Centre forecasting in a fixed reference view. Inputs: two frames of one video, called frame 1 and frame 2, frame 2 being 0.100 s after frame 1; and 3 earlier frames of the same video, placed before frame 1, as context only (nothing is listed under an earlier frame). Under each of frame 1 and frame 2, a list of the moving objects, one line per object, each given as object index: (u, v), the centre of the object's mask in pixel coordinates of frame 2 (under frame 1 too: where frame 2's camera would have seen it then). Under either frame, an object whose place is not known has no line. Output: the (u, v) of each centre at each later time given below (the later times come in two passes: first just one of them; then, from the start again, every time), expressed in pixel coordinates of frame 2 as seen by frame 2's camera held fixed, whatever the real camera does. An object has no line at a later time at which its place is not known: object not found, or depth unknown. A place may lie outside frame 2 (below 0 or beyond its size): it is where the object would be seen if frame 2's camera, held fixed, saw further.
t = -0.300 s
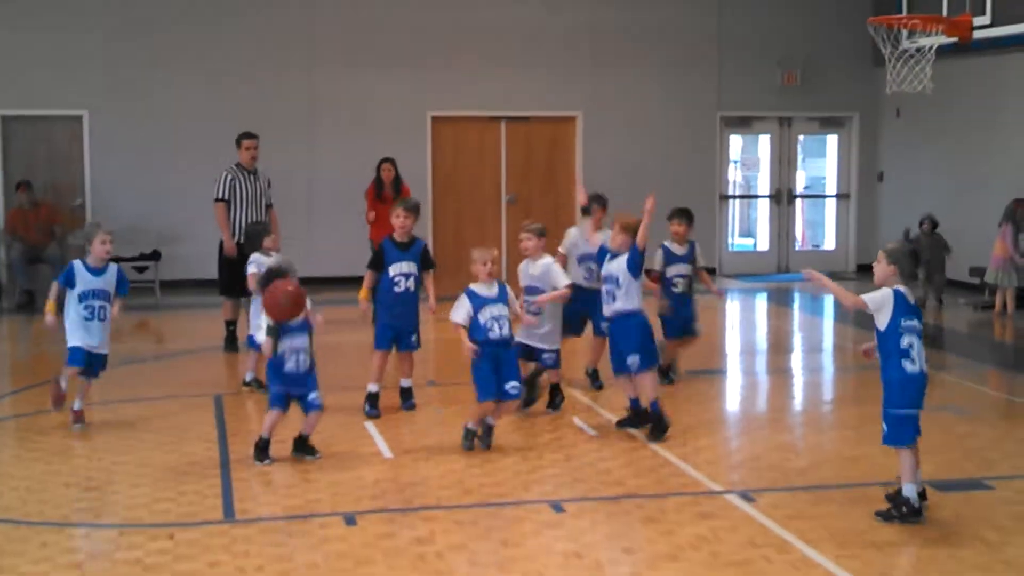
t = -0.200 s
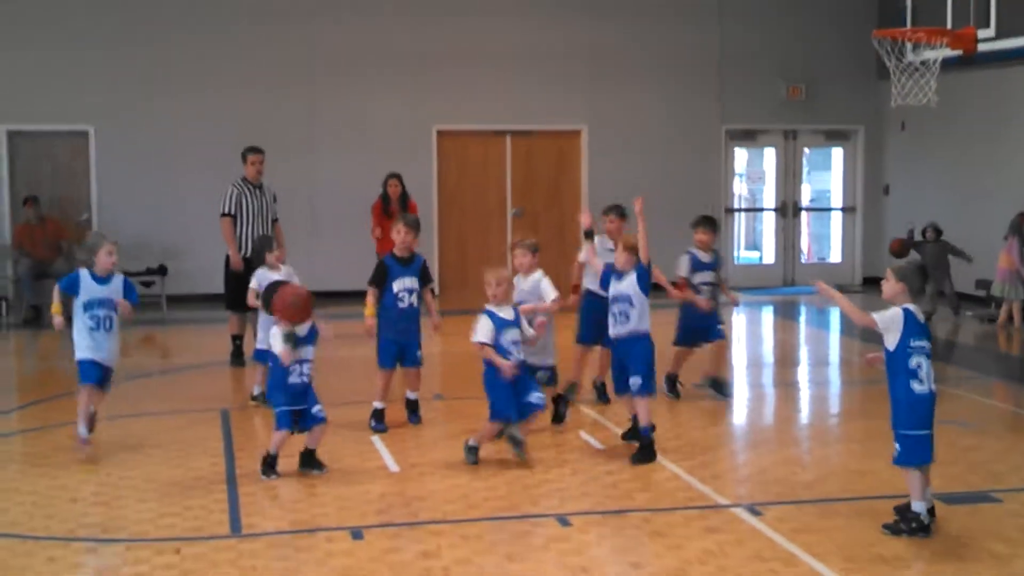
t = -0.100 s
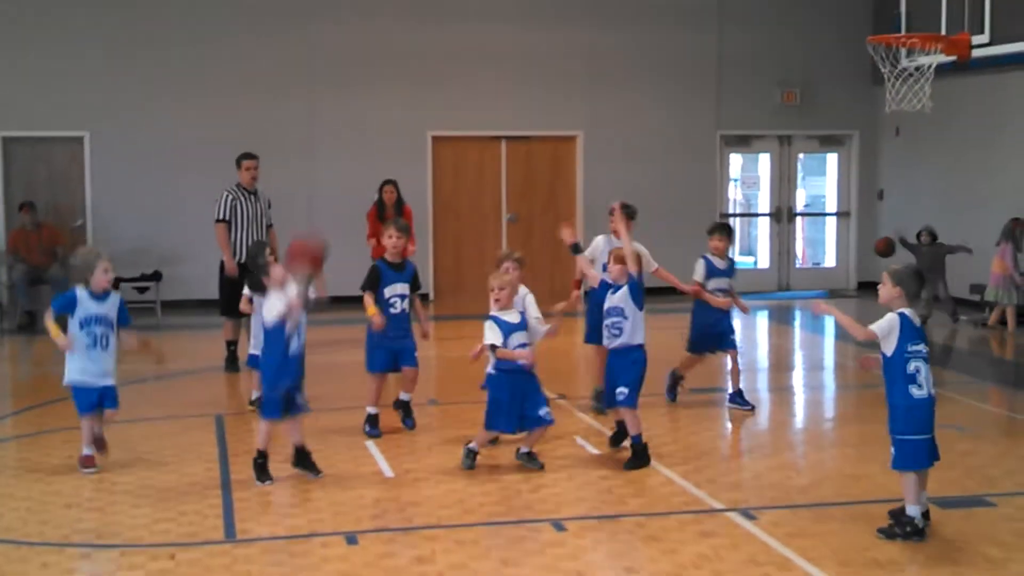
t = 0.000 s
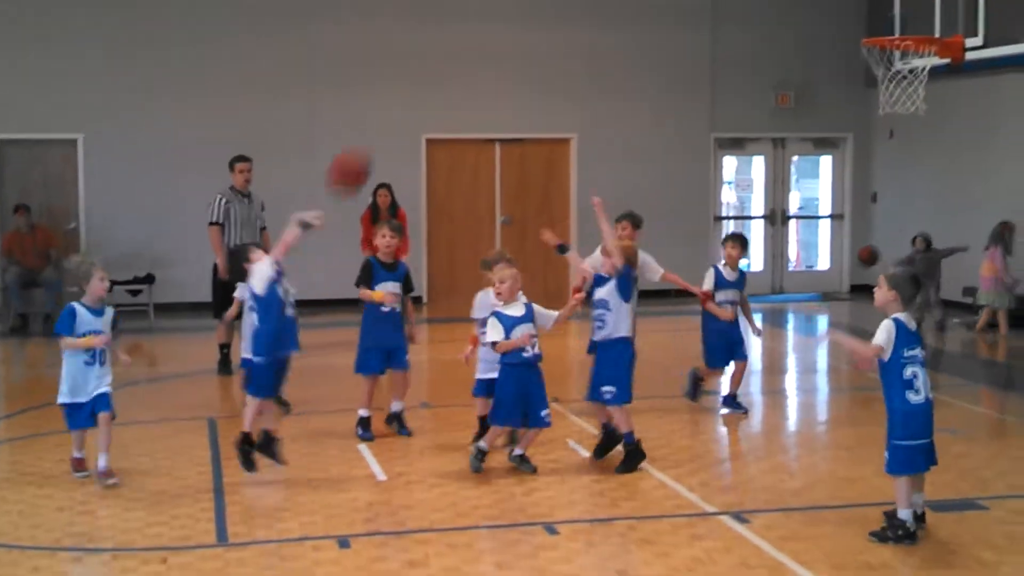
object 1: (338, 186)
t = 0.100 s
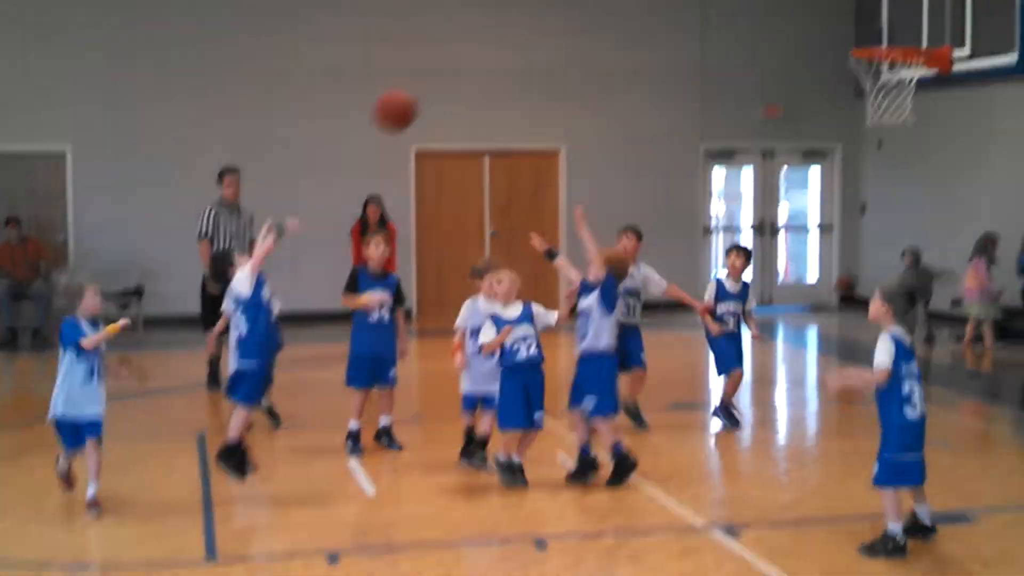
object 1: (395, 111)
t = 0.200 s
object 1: (455, 53)
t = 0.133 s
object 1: (414, 90)
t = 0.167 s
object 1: (435, 72)
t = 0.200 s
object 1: (455, 53)
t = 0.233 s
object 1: (473, 39)
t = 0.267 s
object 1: (491, 27)
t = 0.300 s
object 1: (510, 18)
